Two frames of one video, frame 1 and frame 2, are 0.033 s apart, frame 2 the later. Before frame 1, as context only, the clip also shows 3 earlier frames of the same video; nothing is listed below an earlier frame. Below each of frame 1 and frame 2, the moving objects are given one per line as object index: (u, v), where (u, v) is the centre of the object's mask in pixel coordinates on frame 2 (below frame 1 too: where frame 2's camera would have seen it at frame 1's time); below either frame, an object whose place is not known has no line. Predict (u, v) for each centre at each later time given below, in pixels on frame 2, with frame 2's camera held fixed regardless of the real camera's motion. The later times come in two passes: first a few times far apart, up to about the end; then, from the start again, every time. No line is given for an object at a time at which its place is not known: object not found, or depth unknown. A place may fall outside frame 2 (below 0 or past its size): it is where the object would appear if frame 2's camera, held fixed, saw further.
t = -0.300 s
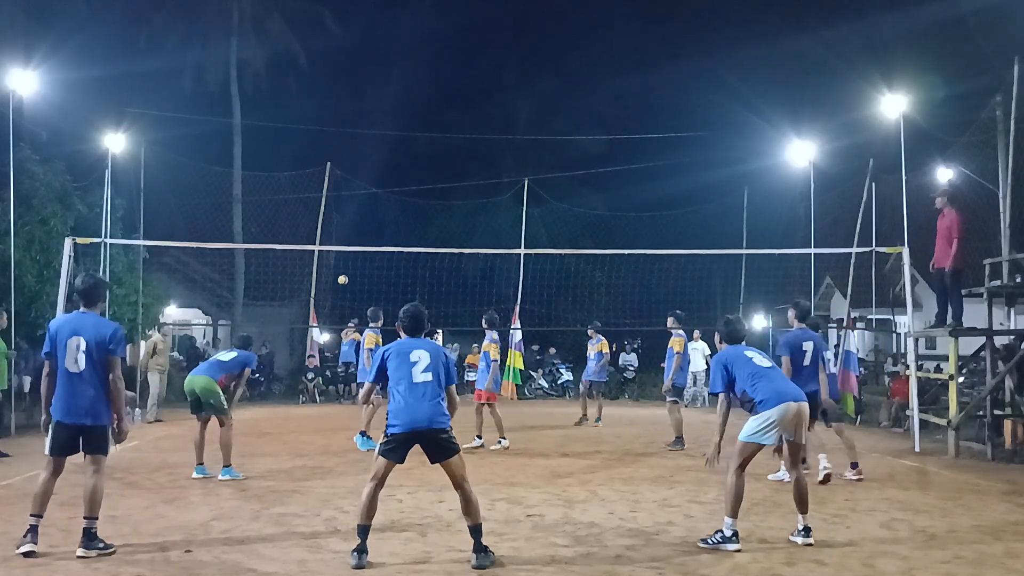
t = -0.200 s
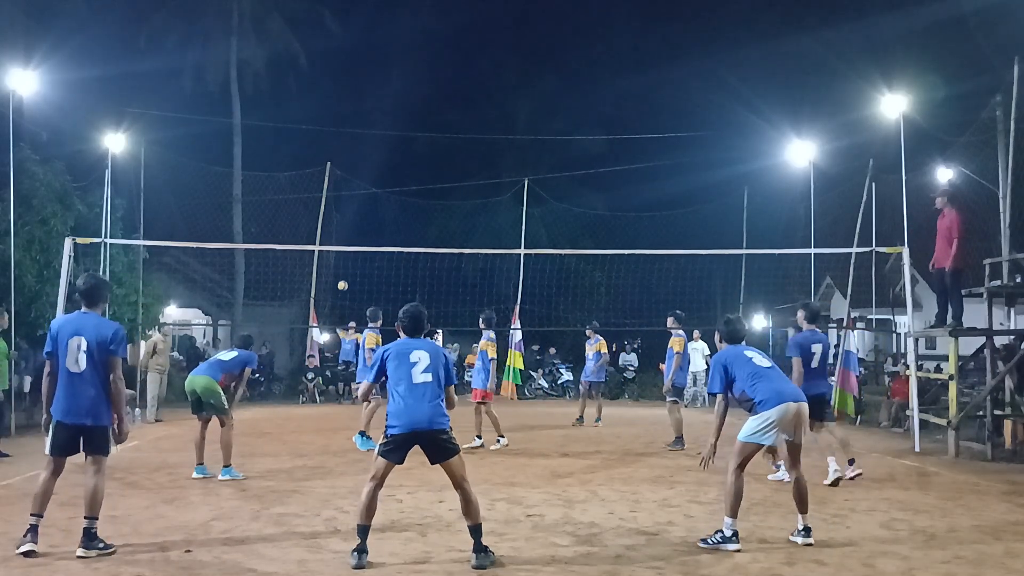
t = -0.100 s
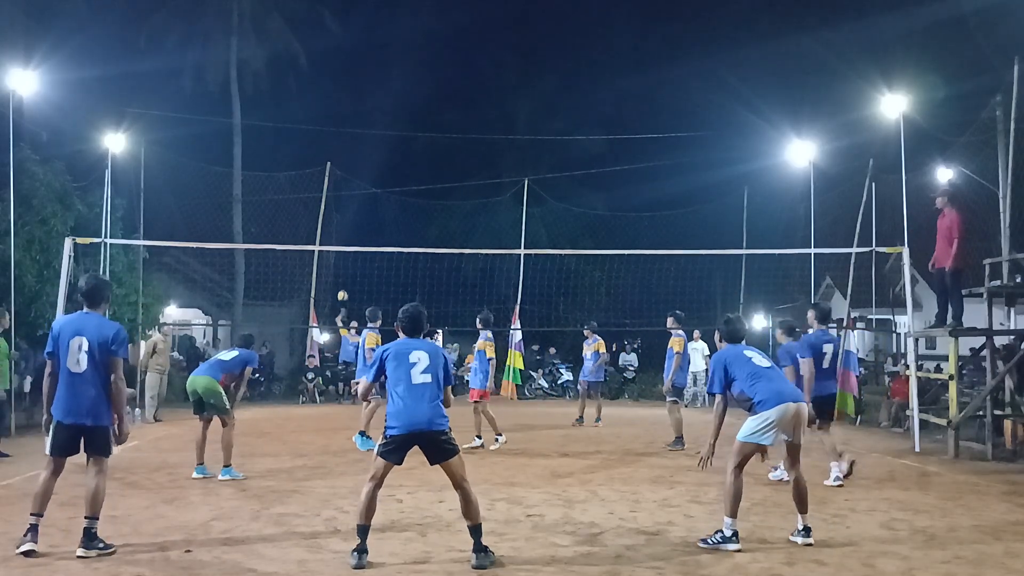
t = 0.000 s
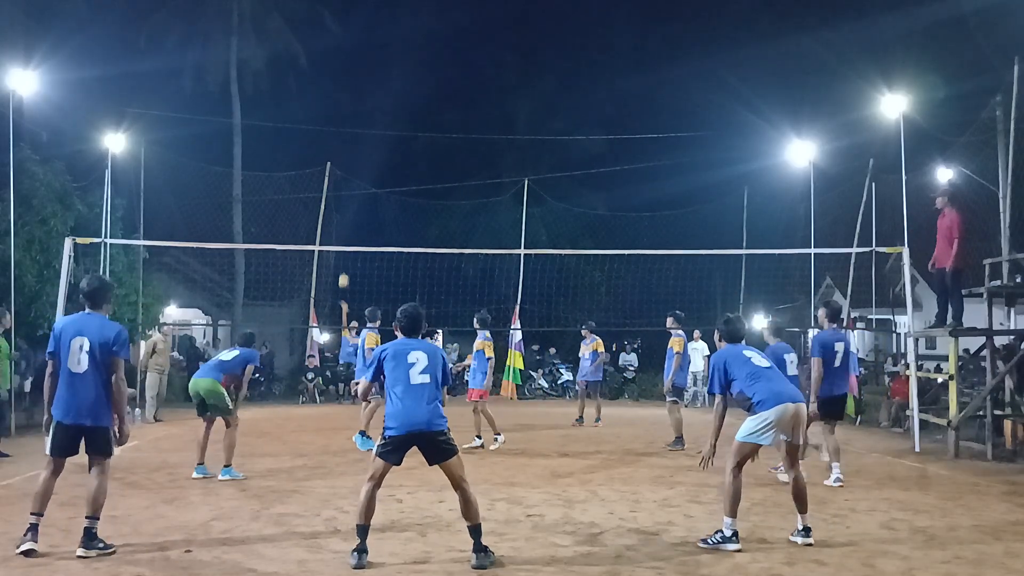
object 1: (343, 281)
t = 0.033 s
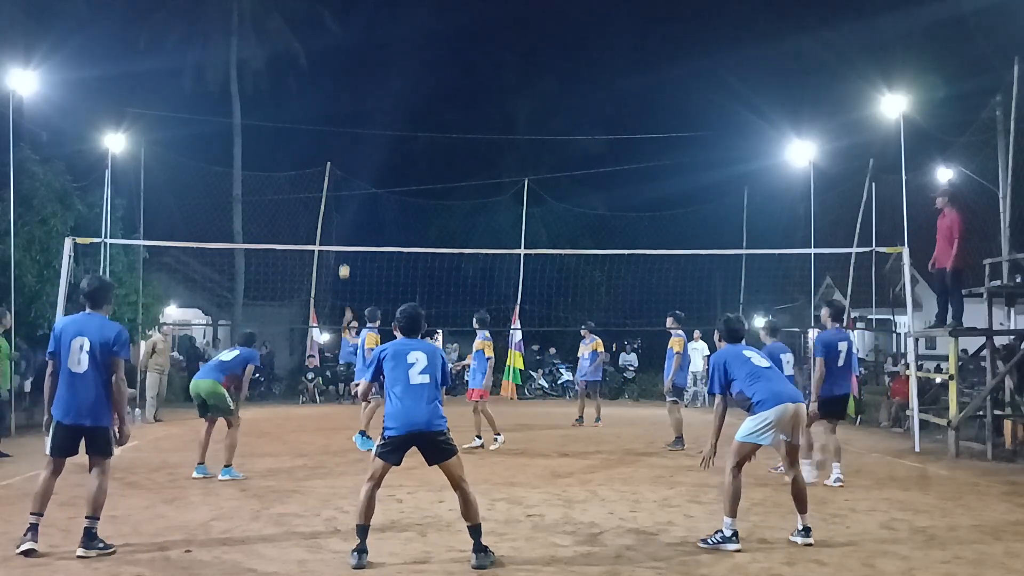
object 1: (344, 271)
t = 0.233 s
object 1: (349, 220)
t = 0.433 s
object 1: (359, 185)
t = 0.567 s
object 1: (367, 173)
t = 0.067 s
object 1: (345, 262)
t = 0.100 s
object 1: (345, 255)
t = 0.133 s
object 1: (346, 242)
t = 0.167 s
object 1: (347, 236)
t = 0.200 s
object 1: (348, 228)
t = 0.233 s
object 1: (349, 220)
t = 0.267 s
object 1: (350, 214)
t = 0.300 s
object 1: (352, 207)
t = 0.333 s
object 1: (353, 200)
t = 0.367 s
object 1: (355, 195)
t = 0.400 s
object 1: (357, 189)
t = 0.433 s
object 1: (359, 185)
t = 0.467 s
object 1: (360, 181)
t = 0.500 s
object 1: (363, 178)
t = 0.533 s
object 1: (365, 175)
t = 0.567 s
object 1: (367, 173)
